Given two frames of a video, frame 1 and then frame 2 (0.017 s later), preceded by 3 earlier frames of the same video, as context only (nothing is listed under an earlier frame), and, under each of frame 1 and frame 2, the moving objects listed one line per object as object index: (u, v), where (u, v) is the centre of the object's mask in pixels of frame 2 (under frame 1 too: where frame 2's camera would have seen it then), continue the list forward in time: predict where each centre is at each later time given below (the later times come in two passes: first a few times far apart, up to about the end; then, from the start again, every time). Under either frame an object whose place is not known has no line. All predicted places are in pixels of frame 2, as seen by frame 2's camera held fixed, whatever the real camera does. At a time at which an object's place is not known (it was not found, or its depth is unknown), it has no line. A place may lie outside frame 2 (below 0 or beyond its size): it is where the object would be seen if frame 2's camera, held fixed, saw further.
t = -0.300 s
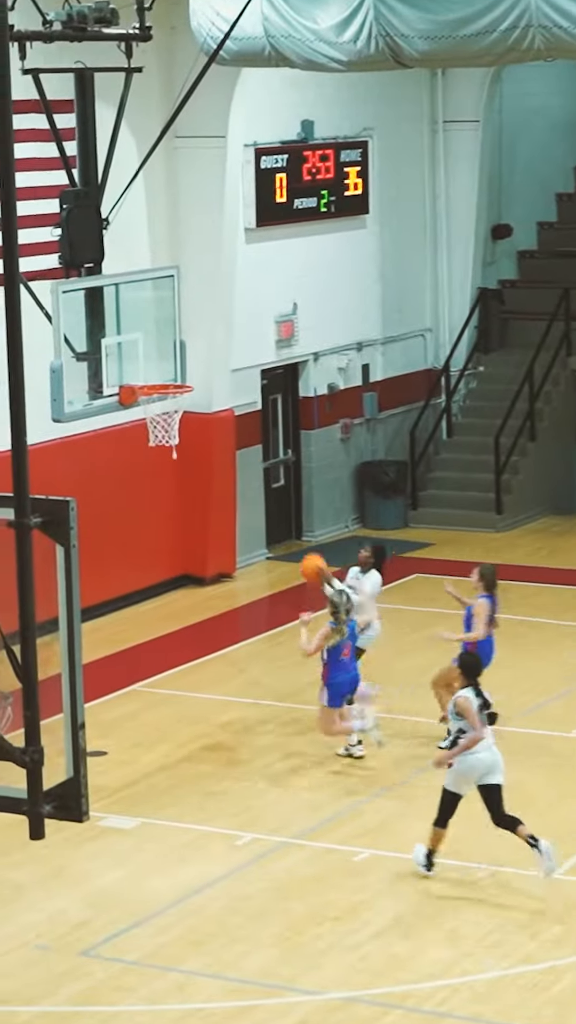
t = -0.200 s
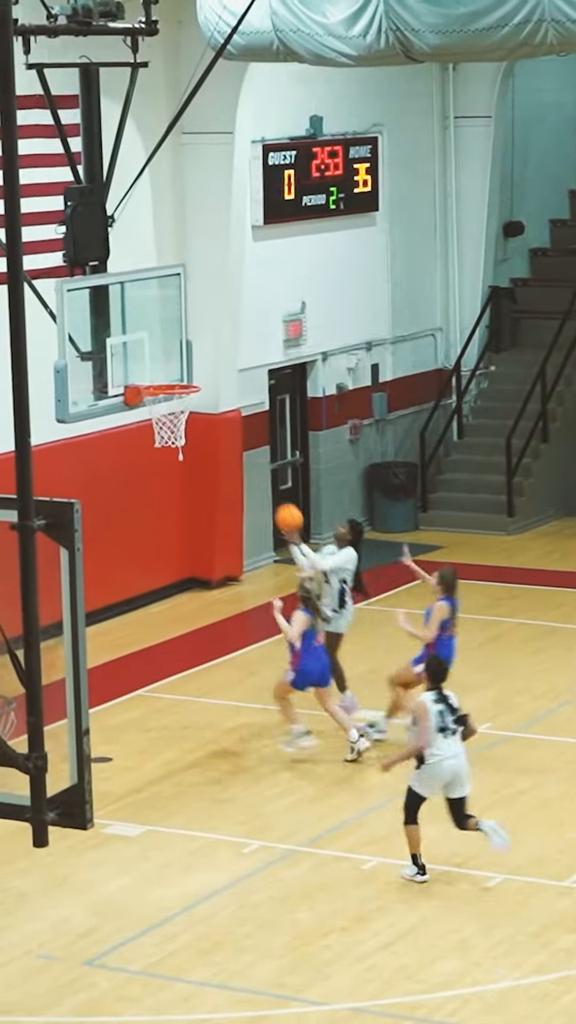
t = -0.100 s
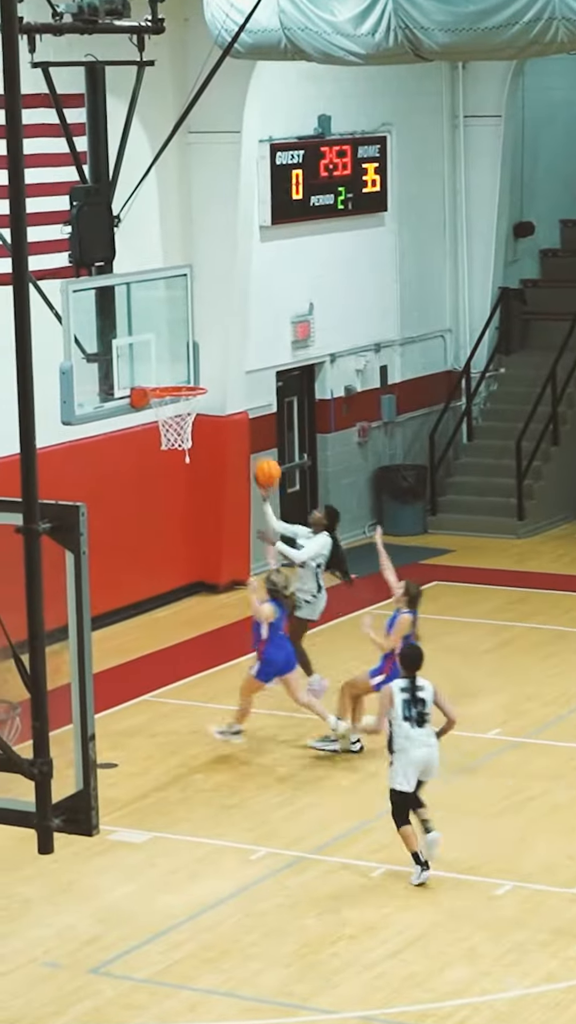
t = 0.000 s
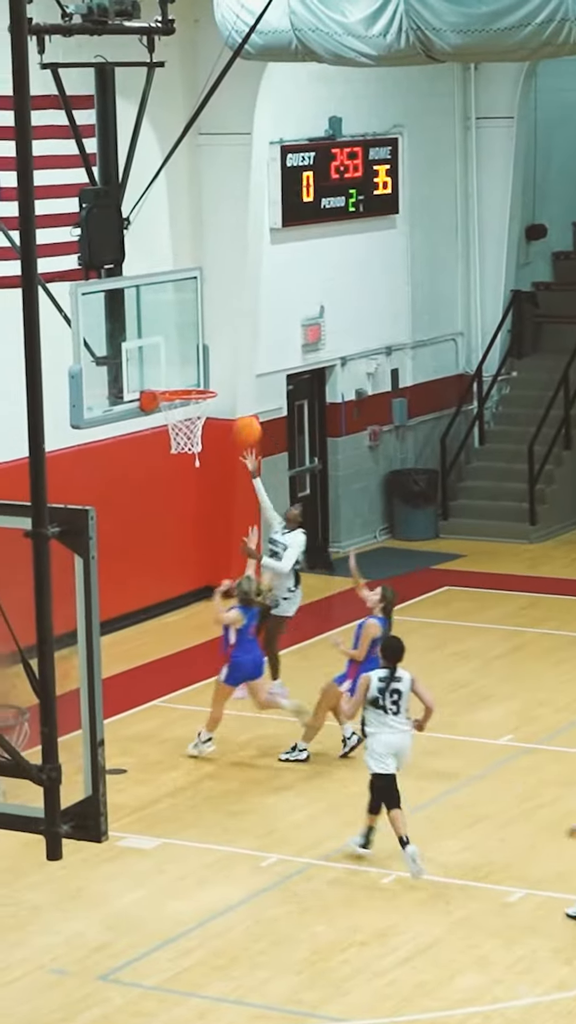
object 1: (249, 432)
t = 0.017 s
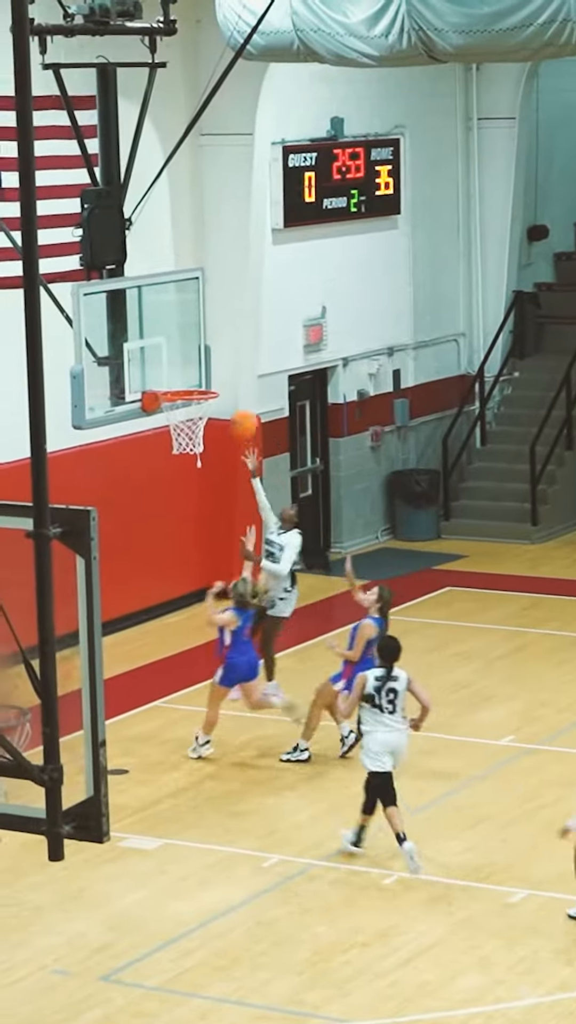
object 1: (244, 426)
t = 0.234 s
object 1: (186, 366)
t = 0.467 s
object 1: (207, 375)
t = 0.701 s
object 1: (205, 384)
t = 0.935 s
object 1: (193, 420)
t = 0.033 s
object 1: (239, 417)
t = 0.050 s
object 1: (233, 411)
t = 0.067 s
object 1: (229, 406)
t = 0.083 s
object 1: (226, 400)
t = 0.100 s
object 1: (222, 394)
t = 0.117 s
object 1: (215, 387)
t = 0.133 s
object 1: (210, 383)
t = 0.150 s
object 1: (204, 380)
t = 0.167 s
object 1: (199, 377)
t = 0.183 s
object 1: (194, 374)
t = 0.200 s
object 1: (190, 371)
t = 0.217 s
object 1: (185, 368)
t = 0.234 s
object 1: (186, 366)
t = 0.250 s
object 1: (187, 365)
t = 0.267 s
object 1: (189, 364)
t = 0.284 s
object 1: (191, 364)
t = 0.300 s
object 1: (193, 363)
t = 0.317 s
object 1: (194, 364)
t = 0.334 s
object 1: (196, 364)
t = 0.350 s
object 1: (197, 365)
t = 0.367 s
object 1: (199, 366)
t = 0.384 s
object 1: (200, 367)
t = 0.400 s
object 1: (202, 369)
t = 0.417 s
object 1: (204, 371)
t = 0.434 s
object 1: (206, 374)
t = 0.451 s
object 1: (207, 375)
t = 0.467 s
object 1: (207, 375)
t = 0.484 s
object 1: (207, 375)
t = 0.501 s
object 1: (207, 374)
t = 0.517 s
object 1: (208, 374)
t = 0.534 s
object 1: (208, 375)
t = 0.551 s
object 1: (208, 375)
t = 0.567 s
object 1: (208, 376)
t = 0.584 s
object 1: (208, 378)
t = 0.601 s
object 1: (209, 379)
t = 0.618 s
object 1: (208, 380)
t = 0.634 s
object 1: (208, 380)
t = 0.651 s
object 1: (207, 381)
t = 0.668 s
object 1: (206, 382)
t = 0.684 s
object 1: (205, 382)
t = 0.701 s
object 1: (205, 384)
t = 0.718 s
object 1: (204, 384)
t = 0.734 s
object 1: (204, 385)
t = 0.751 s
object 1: (203, 387)
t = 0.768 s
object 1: (201, 392)
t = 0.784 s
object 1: (200, 394)
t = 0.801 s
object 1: (198, 398)
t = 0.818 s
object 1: (197, 401)
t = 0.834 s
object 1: (197, 405)
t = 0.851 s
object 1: (196, 410)
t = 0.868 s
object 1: (195, 412)
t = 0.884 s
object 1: (195, 414)
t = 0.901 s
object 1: (194, 418)
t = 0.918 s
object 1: (194, 419)
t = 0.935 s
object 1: (193, 420)
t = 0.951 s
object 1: (192, 423)
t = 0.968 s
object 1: (191, 425)
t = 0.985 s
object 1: (190, 425)
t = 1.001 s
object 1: (189, 424)
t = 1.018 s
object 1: (187, 424)
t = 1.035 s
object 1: (185, 426)
